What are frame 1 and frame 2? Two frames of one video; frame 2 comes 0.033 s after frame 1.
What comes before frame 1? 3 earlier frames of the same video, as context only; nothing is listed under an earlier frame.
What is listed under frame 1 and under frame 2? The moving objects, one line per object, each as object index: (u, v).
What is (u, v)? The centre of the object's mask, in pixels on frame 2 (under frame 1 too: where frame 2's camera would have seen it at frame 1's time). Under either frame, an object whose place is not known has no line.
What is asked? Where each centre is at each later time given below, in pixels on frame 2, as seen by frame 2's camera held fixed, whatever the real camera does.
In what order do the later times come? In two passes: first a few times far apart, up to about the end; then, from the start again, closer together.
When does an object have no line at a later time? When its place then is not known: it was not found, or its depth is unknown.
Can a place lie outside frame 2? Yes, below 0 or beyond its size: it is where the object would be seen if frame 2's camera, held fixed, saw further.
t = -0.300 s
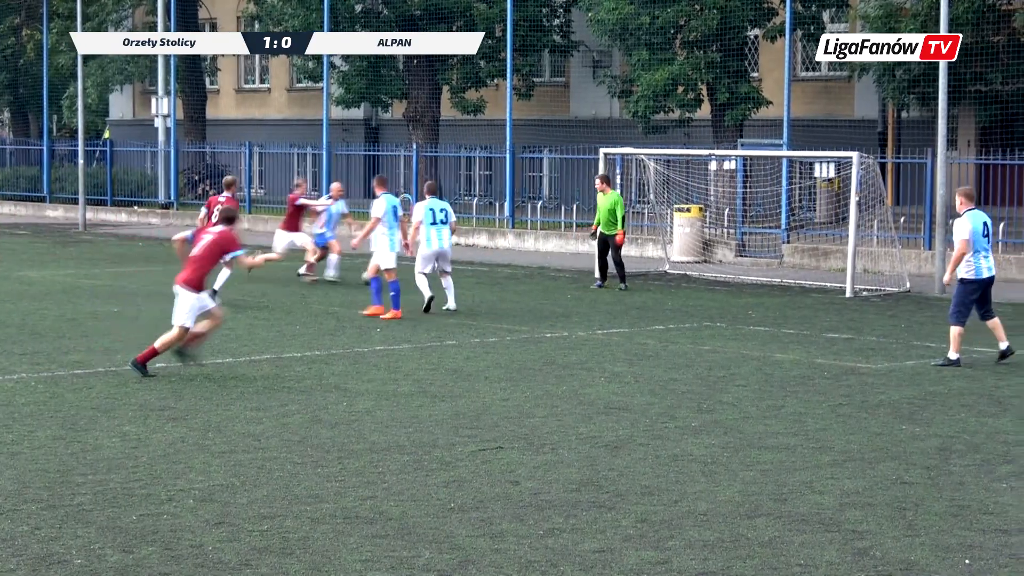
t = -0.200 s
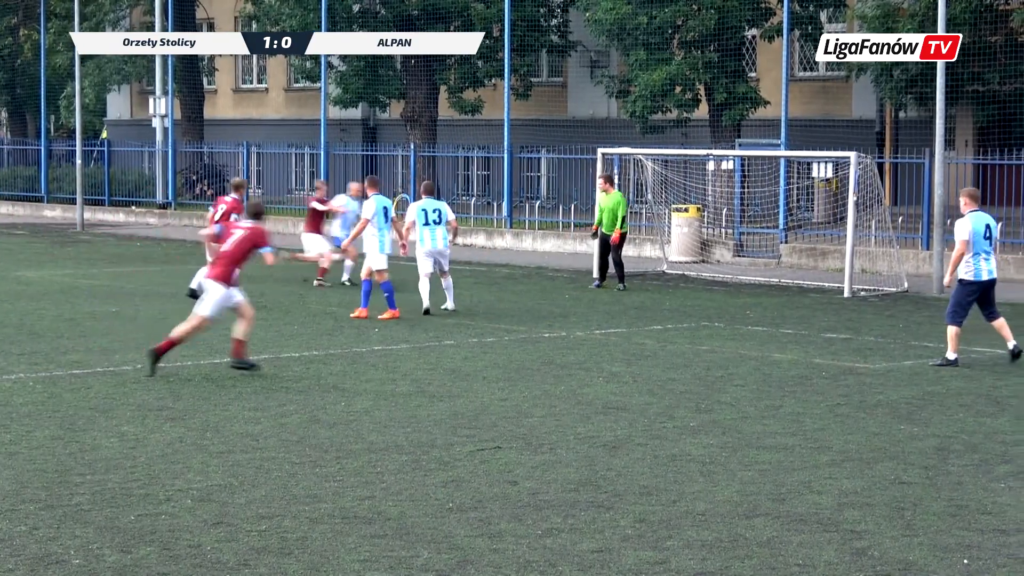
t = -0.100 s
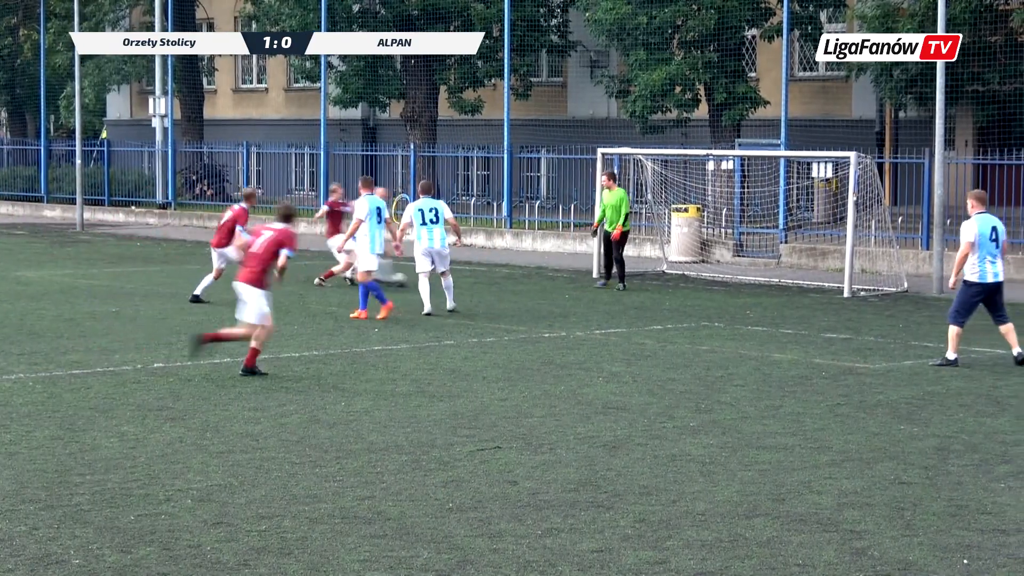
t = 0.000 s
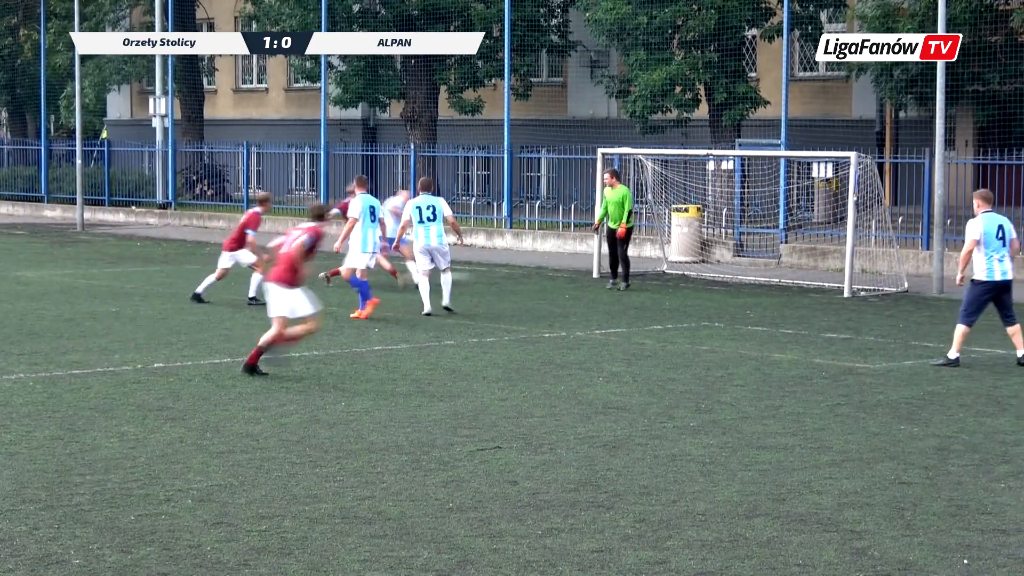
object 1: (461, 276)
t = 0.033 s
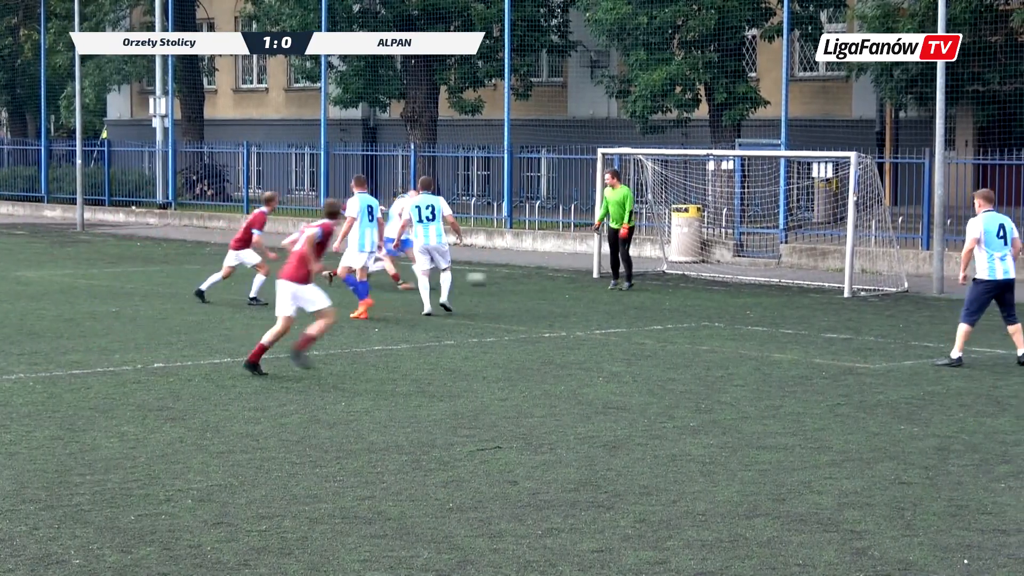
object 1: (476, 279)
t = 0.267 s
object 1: (637, 299)
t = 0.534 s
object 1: (814, 320)
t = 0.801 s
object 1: (974, 324)
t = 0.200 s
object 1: (594, 294)
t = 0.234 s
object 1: (619, 299)
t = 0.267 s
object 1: (637, 299)
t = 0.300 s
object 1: (659, 298)
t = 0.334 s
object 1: (681, 298)
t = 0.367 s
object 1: (703, 298)
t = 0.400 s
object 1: (725, 301)
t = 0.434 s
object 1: (746, 304)
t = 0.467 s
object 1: (769, 309)
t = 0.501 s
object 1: (791, 314)
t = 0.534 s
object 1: (814, 320)
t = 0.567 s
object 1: (835, 318)
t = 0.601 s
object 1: (852, 315)
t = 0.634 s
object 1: (872, 314)
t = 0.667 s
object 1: (894, 314)
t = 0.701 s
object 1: (912, 315)
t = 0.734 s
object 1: (933, 317)
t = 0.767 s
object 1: (955, 321)
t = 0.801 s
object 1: (974, 324)
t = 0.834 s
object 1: (996, 330)
